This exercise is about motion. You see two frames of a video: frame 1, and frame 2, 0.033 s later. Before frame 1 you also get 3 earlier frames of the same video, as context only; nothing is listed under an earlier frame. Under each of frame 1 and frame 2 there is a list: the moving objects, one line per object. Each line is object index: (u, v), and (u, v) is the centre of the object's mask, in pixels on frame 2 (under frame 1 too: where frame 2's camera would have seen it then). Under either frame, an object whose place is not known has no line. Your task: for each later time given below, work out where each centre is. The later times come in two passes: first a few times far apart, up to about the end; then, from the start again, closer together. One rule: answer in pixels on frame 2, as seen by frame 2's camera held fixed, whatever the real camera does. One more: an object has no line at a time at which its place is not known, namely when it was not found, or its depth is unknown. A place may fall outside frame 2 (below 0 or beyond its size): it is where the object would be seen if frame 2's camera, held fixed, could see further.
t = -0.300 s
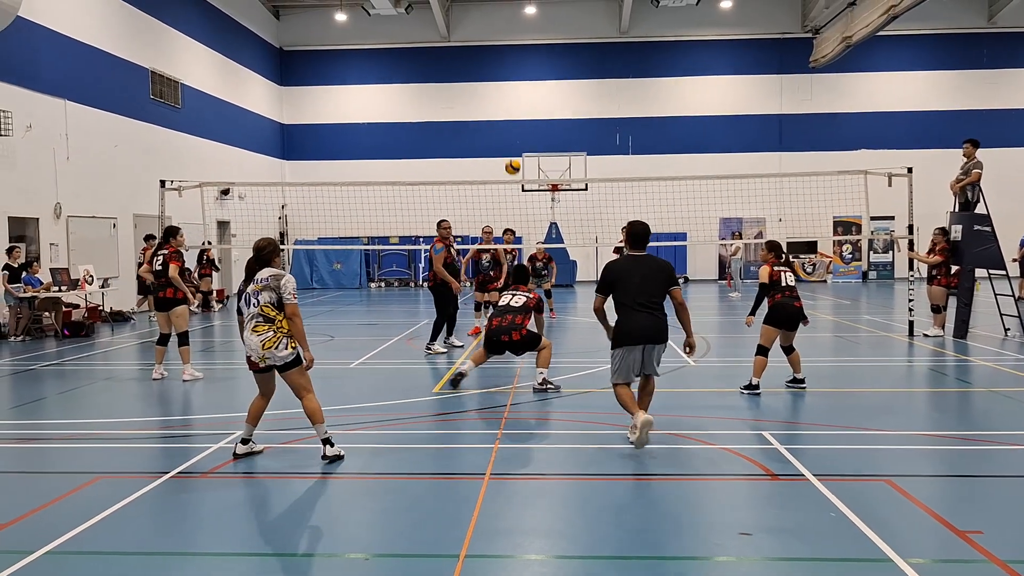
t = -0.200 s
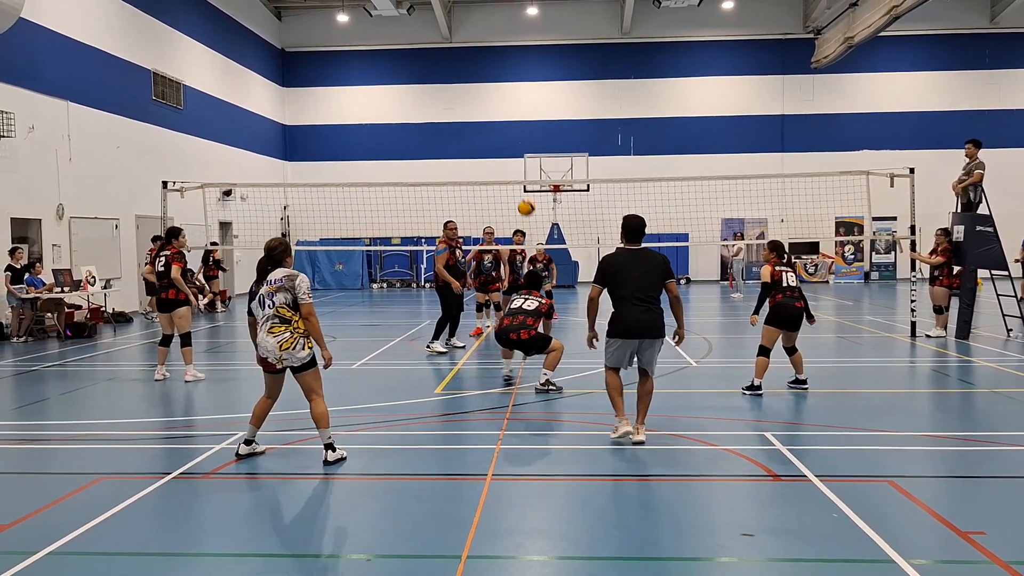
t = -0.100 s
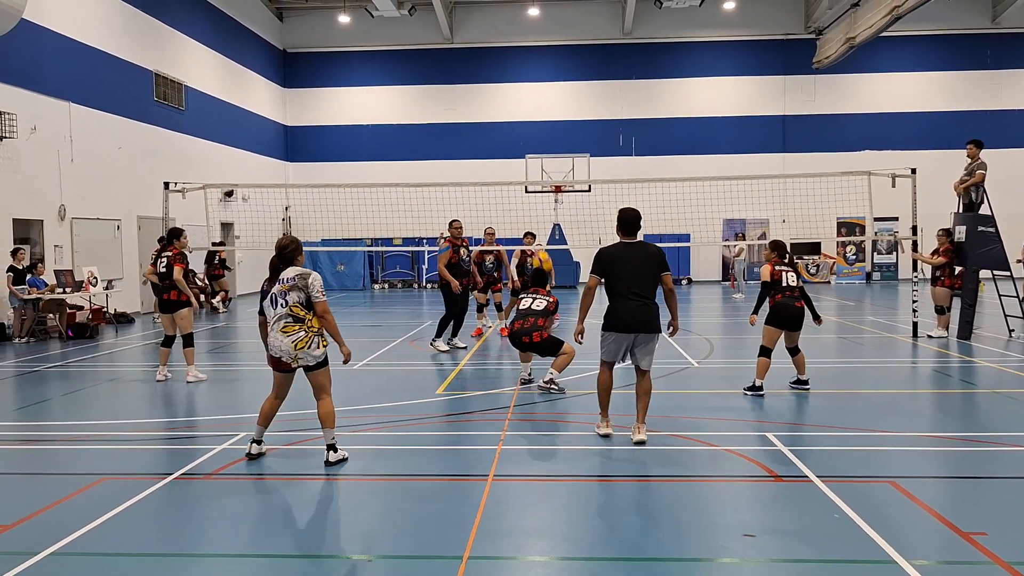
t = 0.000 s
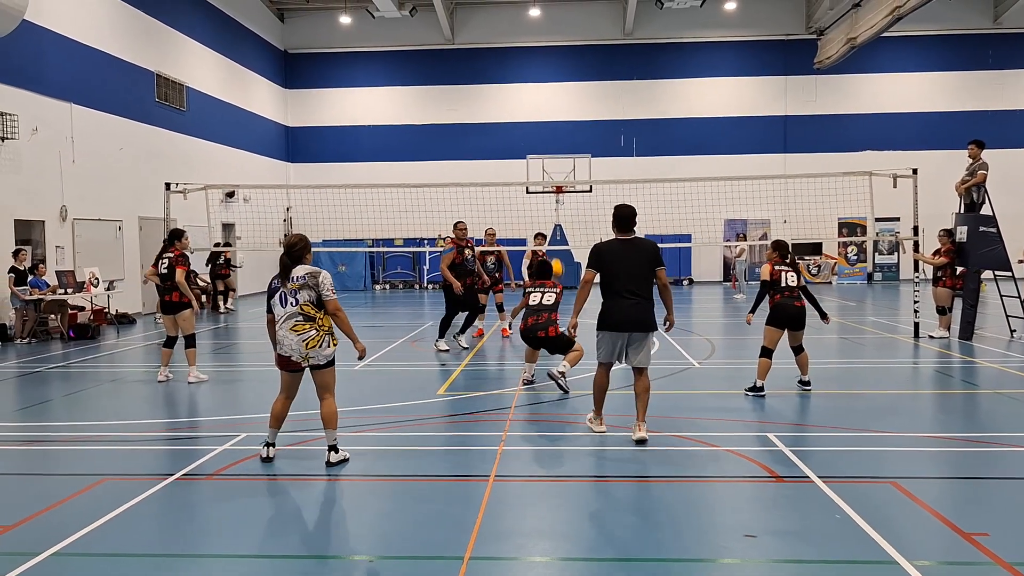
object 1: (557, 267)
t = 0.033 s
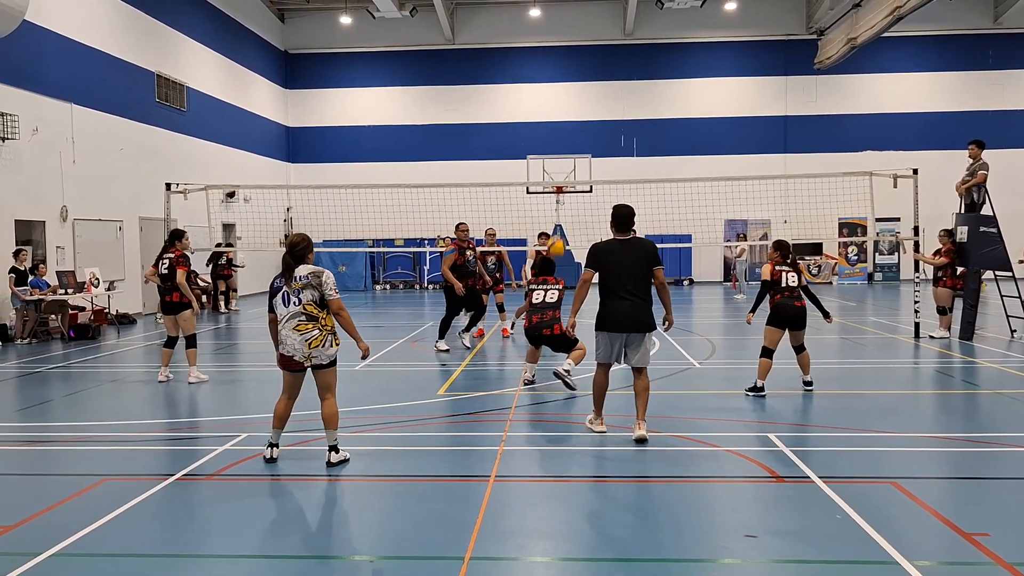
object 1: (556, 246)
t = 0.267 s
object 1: (566, 125)
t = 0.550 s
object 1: (574, 56)
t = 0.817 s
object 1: (580, 54)
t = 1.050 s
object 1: (585, 92)
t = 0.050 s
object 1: (557, 236)
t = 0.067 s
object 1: (558, 225)
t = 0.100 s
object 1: (559, 204)
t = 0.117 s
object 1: (560, 195)
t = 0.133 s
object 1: (560, 186)
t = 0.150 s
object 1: (562, 177)
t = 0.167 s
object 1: (562, 169)
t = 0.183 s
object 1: (563, 160)
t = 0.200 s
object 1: (563, 152)
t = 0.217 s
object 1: (564, 144)
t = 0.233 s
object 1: (565, 138)
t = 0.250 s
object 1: (565, 131)
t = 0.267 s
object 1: (566, 125)
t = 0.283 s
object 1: (566, 119)
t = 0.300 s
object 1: (567, 112)
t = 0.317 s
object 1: (567, 107)
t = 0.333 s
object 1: (568, 101)
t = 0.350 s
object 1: (569, 96)
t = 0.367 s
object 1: (569, 92)
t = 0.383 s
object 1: (570, 87)
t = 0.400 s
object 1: (570, 83)
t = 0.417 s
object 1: (570, 79)
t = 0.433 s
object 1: (571, 75)
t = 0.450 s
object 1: (571, 72)
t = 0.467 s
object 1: (572, 68)
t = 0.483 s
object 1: (572, 66)
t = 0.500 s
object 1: (573, 63)
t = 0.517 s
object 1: (573, 60)
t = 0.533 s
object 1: (574, 58)
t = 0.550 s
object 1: (574, 56)
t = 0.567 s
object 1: (574, 55)
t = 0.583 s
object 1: (575, 53)
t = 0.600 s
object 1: (575, 52)
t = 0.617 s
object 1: (576, 51)
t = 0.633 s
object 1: (576, 50)
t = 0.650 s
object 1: (577, 49)
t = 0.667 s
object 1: (577, 49)
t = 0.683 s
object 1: (578, 49)
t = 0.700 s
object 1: (578, 49)
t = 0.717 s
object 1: (578, 49)
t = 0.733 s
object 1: (579, 49)
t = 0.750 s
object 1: (579, 50)
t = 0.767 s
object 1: (579, 51)
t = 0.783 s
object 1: (580, 52)
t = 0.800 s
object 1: (580, 53)
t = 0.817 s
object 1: (580, 54)
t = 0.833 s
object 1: (581, 56)
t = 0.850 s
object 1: (581, 58)
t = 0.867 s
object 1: (582, 59)
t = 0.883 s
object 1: (582, 62)
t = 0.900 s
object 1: (582, 64)
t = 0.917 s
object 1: (583, 66)
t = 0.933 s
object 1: (583, 69)
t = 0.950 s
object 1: (584, 72)
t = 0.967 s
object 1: (584, 74)
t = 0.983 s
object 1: (584, 78)
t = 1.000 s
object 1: (584, 81)
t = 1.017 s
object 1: (585, 84)
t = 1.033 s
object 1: (585, 88)
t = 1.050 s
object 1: (585, 92)
